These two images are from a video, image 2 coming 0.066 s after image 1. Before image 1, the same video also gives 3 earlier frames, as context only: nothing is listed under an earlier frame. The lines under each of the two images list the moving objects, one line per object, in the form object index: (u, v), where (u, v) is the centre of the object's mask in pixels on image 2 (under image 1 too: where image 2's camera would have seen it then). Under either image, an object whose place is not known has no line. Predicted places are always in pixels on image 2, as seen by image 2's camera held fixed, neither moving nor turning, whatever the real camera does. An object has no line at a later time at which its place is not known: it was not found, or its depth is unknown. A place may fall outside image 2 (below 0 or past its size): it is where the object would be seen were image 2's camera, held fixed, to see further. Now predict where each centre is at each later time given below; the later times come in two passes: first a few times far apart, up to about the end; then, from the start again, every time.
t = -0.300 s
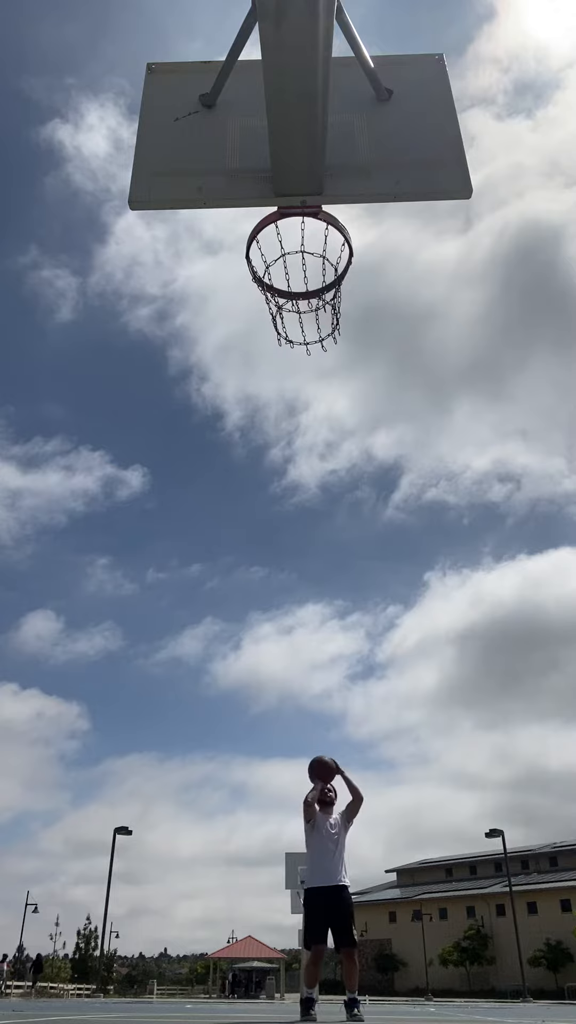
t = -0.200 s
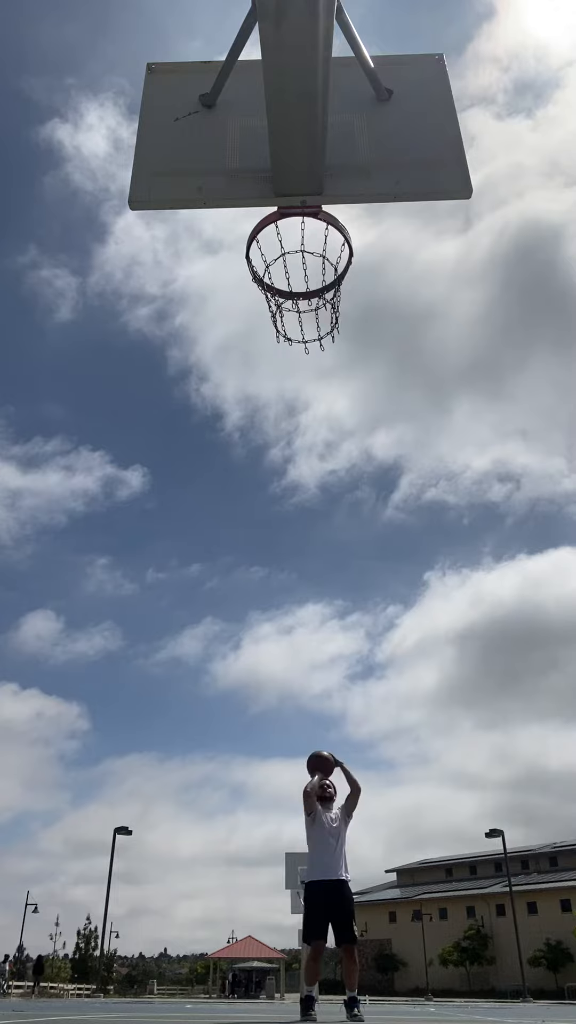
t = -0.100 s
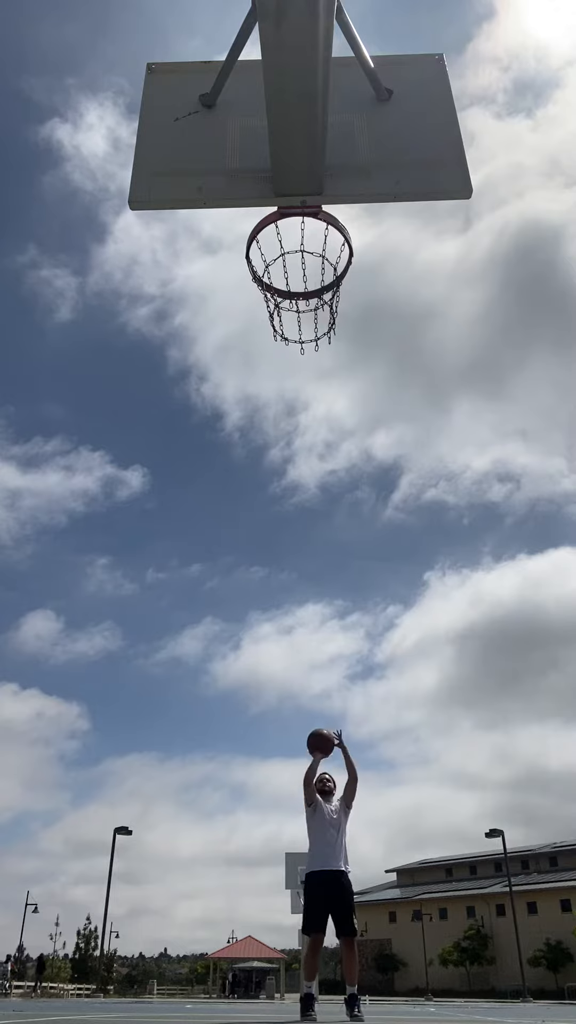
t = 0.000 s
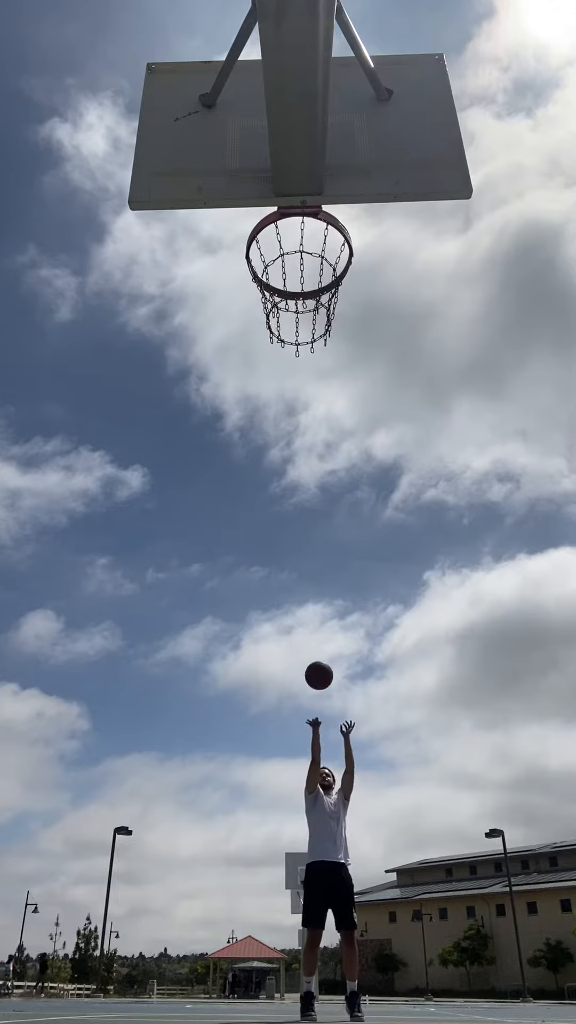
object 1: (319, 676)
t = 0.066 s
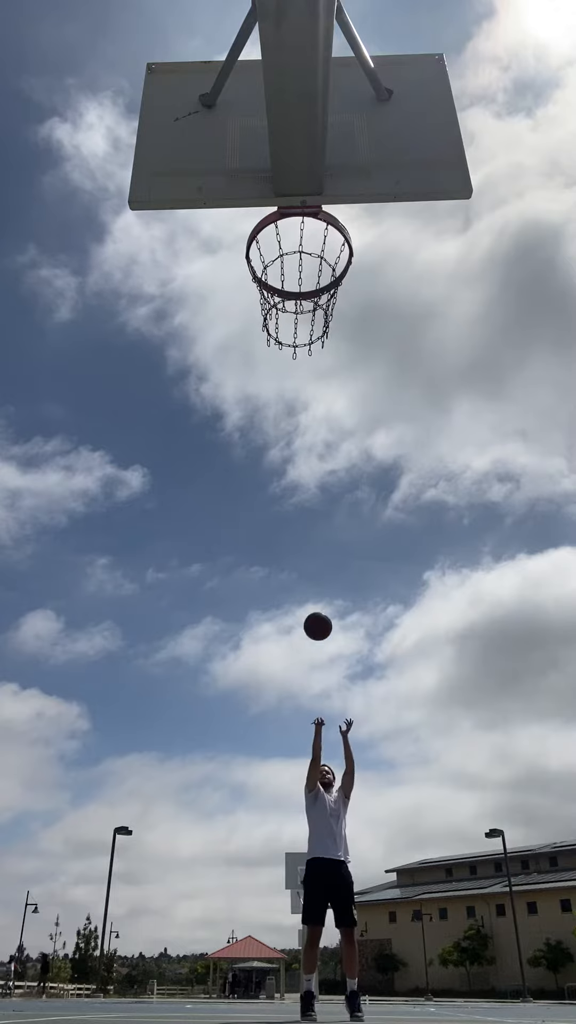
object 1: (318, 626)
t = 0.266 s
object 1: (315, 499)
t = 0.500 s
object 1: (312, 378)
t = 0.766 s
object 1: (310, 272)
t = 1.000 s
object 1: (286, 287)
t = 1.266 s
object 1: (324, 305)
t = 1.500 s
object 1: (322, 338)
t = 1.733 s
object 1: (315, 477)
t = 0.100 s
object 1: (317, 603)
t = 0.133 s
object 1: (317, 580)
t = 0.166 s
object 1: (316, 559)
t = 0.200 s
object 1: (316, 538)
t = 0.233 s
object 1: (315, 518)
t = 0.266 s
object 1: (315, 499)
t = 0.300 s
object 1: (314, 480)
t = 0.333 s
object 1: (314, 461)
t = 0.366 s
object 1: (313, 444)
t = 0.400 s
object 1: (313, 426)
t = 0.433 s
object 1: (313, 410)
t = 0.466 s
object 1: (312, 394)
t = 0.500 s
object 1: (312, 378)
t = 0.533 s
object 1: (312, 363)
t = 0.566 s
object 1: (311, 349)
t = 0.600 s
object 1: (311, 335)
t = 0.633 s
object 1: (311, 321)
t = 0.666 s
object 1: (310, 309)
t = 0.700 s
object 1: (310, 296)
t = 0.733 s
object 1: (309, 284)
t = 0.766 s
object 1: (310, 272)
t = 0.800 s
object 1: (309, 261)
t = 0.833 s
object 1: (309, 251)
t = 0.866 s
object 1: (308, 242)
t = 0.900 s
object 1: (307, 236)
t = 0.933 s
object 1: (294, 255)
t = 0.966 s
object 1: (278, 282)
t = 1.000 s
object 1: (286, 287)
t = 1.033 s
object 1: (294, 290)
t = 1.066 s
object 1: (301, 292)
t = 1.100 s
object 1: (307, 294)
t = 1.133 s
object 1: (312, 298)
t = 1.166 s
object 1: (317, 300)
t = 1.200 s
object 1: (320, 302)
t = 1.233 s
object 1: (322, 303)
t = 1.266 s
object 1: (324, 305)
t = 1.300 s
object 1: (326, 306)
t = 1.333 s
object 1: (326, 309)
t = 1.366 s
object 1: (326, 313)
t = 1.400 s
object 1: (325, 317)
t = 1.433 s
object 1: (324, 322)
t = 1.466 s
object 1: (323, 329)
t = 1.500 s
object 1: (322, 338)
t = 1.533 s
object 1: (321, 350)
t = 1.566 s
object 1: (320, 363)
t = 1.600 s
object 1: (319, 380)
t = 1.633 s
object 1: (318, 399)
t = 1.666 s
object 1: (317, 421)
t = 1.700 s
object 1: (316, 447)
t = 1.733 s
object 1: (315, 477)
